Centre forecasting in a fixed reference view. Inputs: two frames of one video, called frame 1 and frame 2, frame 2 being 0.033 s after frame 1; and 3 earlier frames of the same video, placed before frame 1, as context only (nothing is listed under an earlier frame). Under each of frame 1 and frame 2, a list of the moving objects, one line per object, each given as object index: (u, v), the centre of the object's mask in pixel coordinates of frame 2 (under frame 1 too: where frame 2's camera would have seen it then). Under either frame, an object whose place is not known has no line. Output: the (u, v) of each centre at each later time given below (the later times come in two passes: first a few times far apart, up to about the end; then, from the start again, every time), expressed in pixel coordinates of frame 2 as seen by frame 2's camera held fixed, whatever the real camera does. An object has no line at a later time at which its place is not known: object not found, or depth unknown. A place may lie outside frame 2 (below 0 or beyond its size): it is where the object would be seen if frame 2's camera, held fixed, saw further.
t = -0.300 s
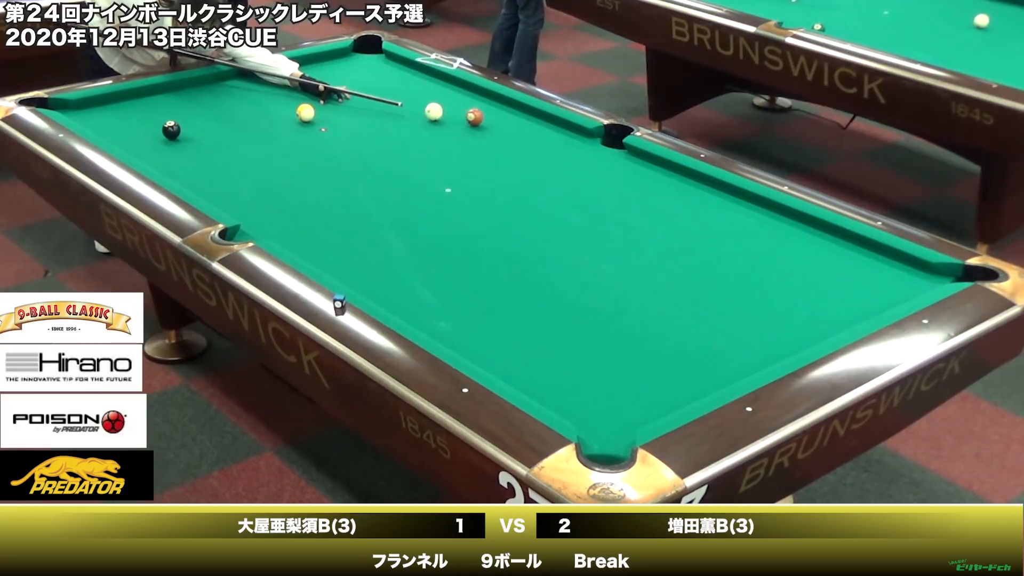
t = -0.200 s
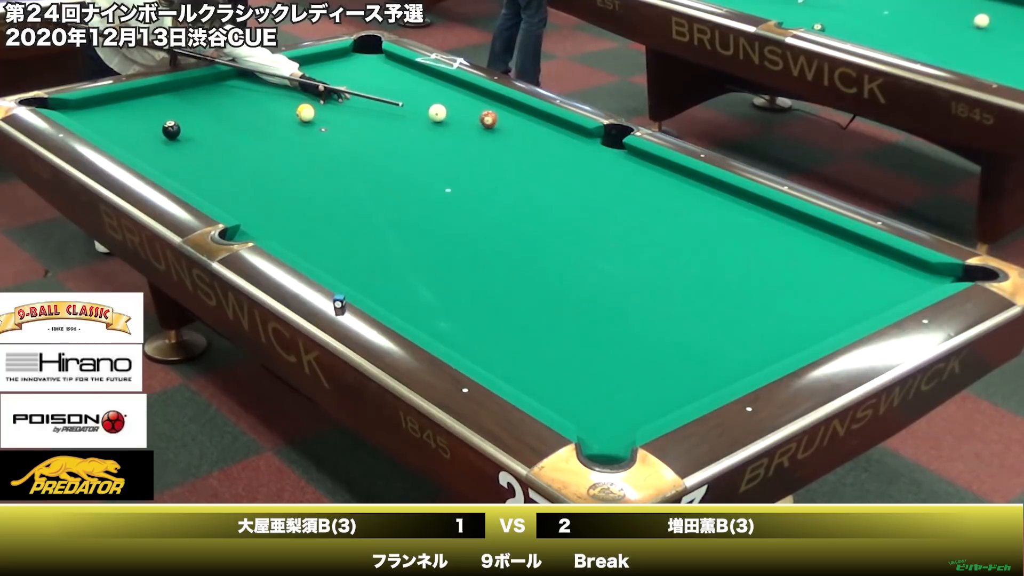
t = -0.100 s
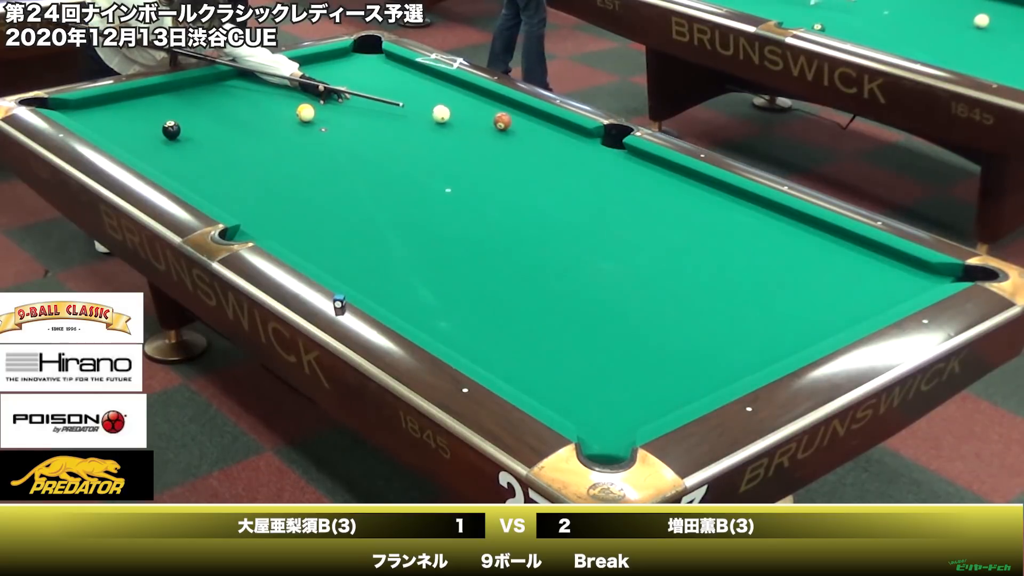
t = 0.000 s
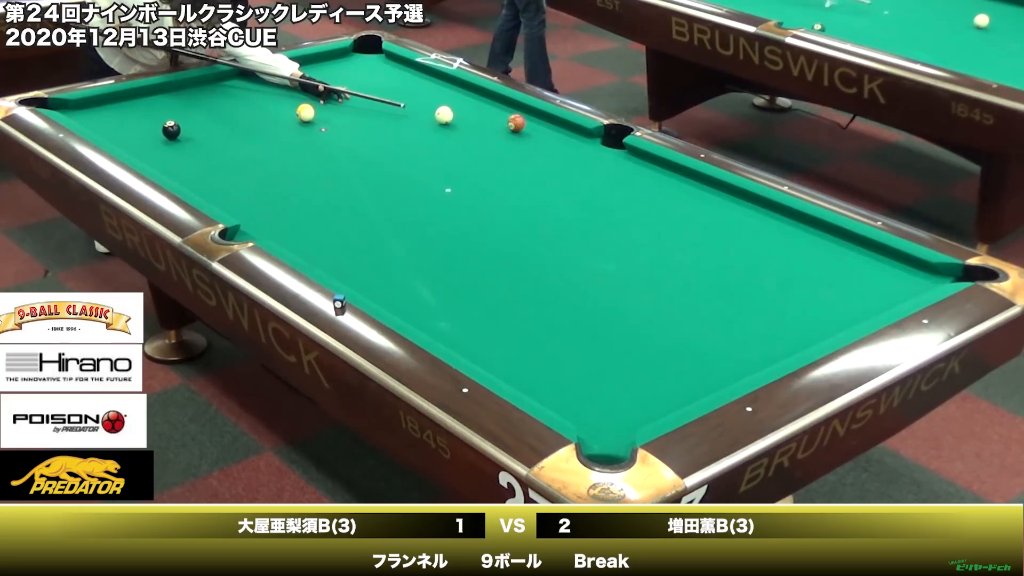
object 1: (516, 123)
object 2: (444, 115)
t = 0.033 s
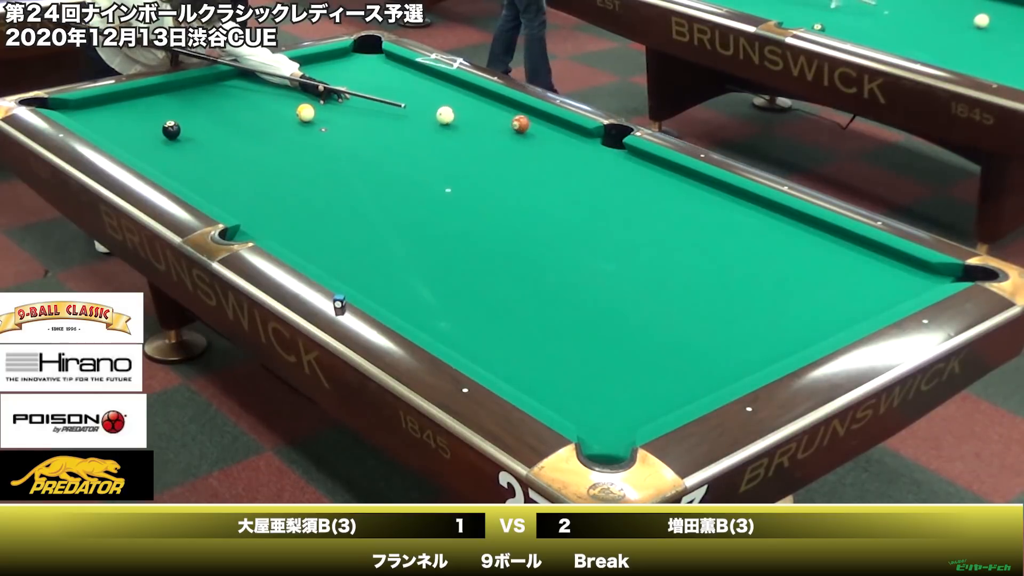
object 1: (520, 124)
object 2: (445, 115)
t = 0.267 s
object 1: (552, 128)
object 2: (452, 117)
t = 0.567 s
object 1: (590, 134)
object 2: (459, 120)
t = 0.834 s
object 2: (464, 121)
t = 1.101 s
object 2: (468, 122)
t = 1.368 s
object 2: (470, 123)
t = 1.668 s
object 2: (471, 123)
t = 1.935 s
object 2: (471, 123)
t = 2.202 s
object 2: (471, 123)
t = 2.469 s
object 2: (471, 123)
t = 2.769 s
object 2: (471, 123)
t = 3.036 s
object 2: (471, 123)
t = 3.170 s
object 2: (471, 123)
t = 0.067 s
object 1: (525, 124)
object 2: (446, 115)
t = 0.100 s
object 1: (529, 125)
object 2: (447, 116)
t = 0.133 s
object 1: (534, 126)
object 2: (448, 116)
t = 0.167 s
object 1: (538, 126)
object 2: (449, 116)
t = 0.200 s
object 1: (543, 127)
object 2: (450, 117)
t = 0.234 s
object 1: (547, 128)
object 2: (451, 117)
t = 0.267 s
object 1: (552, 128)
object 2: (452, 117)
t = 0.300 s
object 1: (556, 129)
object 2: (453, 118)
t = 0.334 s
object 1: (560, 130)
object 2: (454, 118)
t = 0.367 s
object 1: (565, 130)
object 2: (454, 118)
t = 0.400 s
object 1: (569, 131)
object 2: (455, 119)
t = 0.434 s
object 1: (573, 131)
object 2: (456, 119)
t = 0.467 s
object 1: (577, 132)
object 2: (457, 119)
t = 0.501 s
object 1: (582, 133)
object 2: (458, 119)
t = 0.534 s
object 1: (586, 133)
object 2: (458, 119)
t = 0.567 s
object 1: (590, 134)
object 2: (459, 120)
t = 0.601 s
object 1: (595, 135)
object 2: (460, 120)
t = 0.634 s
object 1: (599, 135)
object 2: (461, 120)
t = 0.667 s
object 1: (603, 136)
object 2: (461, 120)
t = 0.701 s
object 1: (607, 137)
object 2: (462, 120)
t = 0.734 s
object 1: (612, 139)
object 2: (462, 121)
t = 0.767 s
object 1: (615, 141)
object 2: (463, 121)
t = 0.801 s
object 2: (464, 121)
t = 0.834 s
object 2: (464, 121)
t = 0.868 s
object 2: (465, 122)
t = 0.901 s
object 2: (465, 122)
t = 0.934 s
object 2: (466, 122)
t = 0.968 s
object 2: (466, 122)
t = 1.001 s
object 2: (467, 122)
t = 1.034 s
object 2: (467, 122)
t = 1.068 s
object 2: (467, 122)
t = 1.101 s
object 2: (468, 122)
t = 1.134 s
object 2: (468, 123)
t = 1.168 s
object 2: (468, 123)
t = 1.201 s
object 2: (469, 123)
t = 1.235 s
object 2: (469, 123)
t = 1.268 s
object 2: (469, 123)
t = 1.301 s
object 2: (470, 123)
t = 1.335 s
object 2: (470, 123)
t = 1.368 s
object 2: (470, 123)
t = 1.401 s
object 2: (470, 123)
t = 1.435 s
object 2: (470, 123)
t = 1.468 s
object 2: (470, 123)
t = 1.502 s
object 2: (470, 123)
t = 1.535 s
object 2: (471, 123)
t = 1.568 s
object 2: (471, 123)
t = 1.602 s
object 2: (471, 123)
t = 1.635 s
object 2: (471, 123)
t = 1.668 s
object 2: (471, 123)
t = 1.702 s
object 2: (471, 123)
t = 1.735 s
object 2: (471, 123)
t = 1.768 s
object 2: (471, 123)
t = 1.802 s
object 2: (471, 123)
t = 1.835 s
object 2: (471, 123)
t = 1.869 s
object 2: (471, 123)
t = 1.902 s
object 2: (471, 123)
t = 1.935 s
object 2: (471, 123)
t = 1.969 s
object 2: (471, 123)
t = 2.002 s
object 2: (471, 123)
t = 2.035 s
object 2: (471, 123)
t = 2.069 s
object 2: (471, 123)
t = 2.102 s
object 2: (471, 123)
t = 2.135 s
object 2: (471, 123)
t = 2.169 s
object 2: (471, 123)
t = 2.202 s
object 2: (471, 123)
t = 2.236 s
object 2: (471, 123)
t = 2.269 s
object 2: (471, 123)
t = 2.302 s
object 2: (471, 123)
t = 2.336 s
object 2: (471, 123)
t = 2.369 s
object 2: (471, 123)
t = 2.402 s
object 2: (471, 123)
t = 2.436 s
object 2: (471, 123)
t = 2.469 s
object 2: (471, 123)
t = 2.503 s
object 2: (471, 123)
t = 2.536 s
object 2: (471, 123)
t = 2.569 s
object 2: (471, 123)
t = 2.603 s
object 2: (471, 123)
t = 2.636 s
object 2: (471, 123)
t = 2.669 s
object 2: (471, 123)
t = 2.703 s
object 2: (471, 123)
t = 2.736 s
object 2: (471, 123)
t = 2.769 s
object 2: (471, 123)
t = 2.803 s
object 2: (471, 123)
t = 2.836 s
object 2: (471, 123)
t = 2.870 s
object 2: (471, 123)
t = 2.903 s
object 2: (471, 123)
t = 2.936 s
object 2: (471, 123)
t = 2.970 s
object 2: (471, 123)
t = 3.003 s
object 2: (471, 123)
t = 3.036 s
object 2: (471, 123)
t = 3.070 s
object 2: (471, 123)
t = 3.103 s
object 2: (471, 123)
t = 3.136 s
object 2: (471, 123)
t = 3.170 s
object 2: (471, 123)
